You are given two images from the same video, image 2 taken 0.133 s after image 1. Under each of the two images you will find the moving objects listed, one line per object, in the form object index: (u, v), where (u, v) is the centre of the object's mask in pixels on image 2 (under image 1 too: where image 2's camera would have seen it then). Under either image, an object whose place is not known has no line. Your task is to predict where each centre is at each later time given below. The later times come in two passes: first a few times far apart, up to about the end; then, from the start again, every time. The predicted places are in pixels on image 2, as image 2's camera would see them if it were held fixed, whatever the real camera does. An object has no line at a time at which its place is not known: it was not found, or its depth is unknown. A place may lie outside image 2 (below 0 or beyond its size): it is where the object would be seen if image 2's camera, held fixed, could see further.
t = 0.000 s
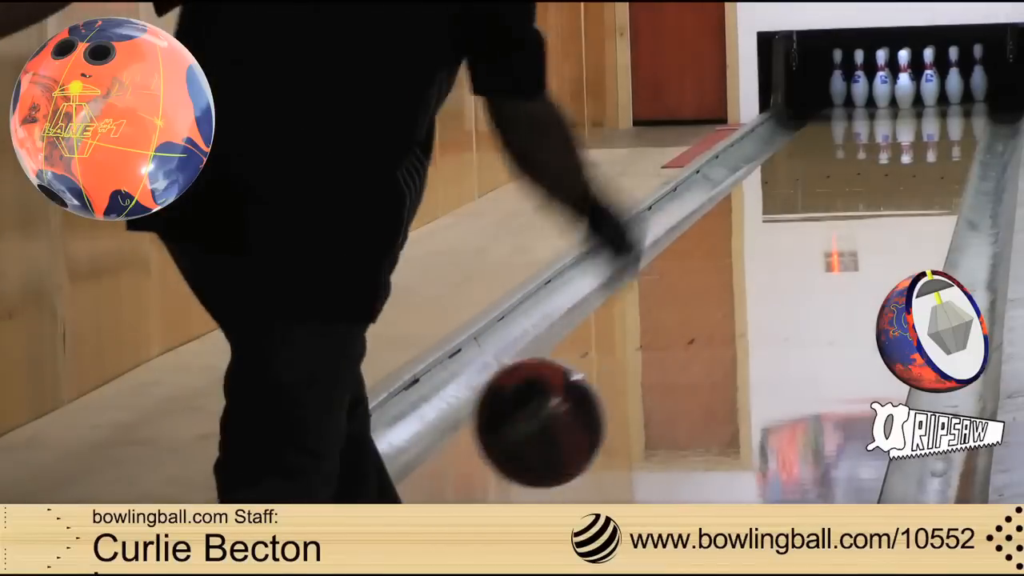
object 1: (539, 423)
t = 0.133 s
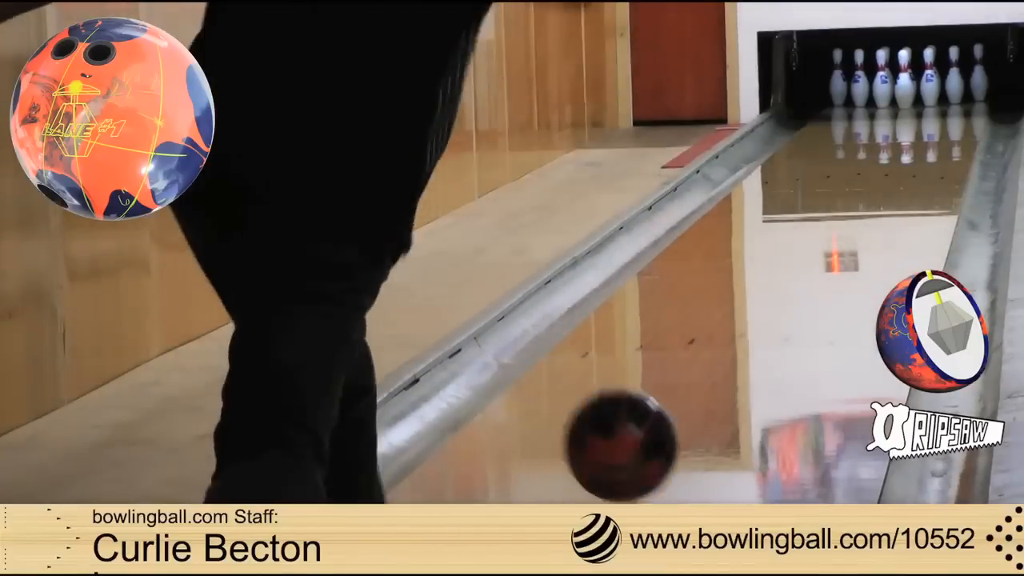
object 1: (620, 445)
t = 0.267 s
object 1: (683, 434)
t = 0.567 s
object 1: (776, 334)
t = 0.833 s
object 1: (831, 270)
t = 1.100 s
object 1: (870, 223)
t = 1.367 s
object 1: (897, 189)
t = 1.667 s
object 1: (919, 159)
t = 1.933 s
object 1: (930, 137)
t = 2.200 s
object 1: (936, 120)
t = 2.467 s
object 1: (932, 106)
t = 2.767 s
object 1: (918, 94)
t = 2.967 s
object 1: (918, 91)
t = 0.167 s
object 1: (638, 459)
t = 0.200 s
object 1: (655, 465)
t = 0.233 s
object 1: (669, 449)
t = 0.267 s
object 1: (683, 434)
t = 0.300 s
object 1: (695, 424)
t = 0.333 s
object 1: (708, 413)
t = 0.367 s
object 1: (719, 401)
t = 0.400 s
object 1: (730, 389)
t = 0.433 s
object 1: (740, 377)
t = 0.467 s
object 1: (750, 365)
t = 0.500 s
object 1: (759, 354)
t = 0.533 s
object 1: (768, 344)
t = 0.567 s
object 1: (776, 334)
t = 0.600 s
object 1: (784, 325)
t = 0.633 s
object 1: (792, 316)
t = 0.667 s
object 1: (799, 308)
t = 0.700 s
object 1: (806, 300)
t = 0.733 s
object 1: (813, 292)
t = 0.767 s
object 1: (819, 284)
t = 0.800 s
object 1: (825, 277)
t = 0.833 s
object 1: (831, 270)
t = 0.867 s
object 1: (837, 263)
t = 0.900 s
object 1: (842, 257)
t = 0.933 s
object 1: (847, 251)
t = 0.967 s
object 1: (852, 245)
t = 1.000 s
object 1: (857, 240)
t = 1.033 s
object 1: (861, 234)
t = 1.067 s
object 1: (865, 229)
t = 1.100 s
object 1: (870, 223)
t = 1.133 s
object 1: (874, 219)
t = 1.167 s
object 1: (878, 214)
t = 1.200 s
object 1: (882, 210)
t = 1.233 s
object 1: (885, 205)
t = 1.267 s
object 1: (888, 201)
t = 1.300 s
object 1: (891, 196)
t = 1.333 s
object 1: (894, 192)
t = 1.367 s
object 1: (897, 189)
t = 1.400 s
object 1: (901, 185)
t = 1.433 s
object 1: (903, 181)
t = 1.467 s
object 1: (906, 178)
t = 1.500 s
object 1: (909, 174)
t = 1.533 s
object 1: (911, 171)
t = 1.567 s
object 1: (913, 167)
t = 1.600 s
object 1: (915, 165)
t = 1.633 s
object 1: (918, 162)
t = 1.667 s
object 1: (919, 159)
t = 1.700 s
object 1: (921, 156)
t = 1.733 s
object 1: (923, 153)
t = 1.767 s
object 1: (925, 150)
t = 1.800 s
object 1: (926, 147)
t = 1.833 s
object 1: (927, 145)
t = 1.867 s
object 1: (929, 142)
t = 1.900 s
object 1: (930, 139)
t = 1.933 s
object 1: (930, 137)
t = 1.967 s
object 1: (932, 134)
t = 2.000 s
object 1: (934, 131)
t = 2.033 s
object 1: (934, 129)
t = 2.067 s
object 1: (935, 127)
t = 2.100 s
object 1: (935, 125)
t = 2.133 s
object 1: (935, 124)
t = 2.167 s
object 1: (936, 121)
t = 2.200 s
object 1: (936, 120)
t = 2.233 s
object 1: (936, 118)
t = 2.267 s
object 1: (936, 117)
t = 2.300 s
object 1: (935, 115)
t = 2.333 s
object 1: (935, 114)
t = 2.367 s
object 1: (934, 111)
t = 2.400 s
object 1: (933, 110)
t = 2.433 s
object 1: (932, 108)
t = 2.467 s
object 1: (932, 106)
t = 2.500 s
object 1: (931, 105)
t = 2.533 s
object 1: (930, 104)
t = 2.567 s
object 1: (929, 102)
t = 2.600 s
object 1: (926, 101)
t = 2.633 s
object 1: (924, 100)
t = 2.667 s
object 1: (922, 99)
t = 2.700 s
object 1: (921, 97)
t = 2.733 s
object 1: (920, 96)
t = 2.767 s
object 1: (918, 94)
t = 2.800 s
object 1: (916, 93)
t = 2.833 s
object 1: (917, 92)
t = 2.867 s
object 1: (919, 92)
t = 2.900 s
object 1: (918, 91)
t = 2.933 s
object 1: (917, 91)
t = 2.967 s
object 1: (918, 91)
